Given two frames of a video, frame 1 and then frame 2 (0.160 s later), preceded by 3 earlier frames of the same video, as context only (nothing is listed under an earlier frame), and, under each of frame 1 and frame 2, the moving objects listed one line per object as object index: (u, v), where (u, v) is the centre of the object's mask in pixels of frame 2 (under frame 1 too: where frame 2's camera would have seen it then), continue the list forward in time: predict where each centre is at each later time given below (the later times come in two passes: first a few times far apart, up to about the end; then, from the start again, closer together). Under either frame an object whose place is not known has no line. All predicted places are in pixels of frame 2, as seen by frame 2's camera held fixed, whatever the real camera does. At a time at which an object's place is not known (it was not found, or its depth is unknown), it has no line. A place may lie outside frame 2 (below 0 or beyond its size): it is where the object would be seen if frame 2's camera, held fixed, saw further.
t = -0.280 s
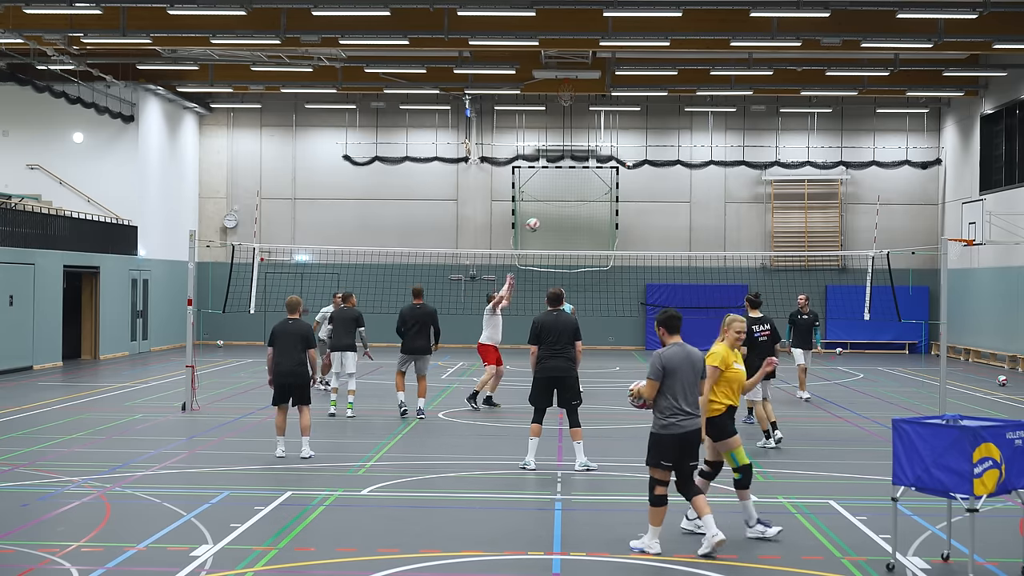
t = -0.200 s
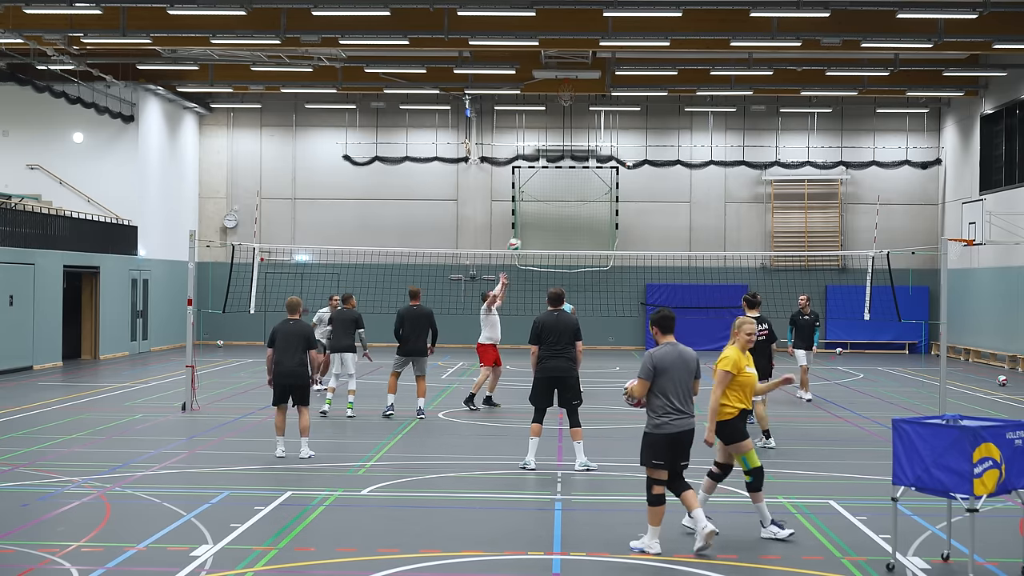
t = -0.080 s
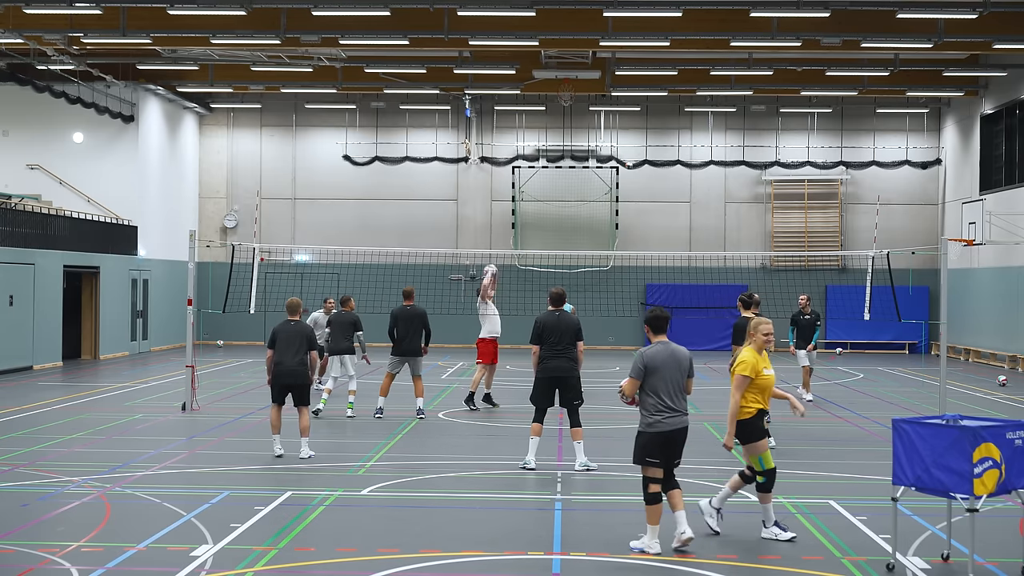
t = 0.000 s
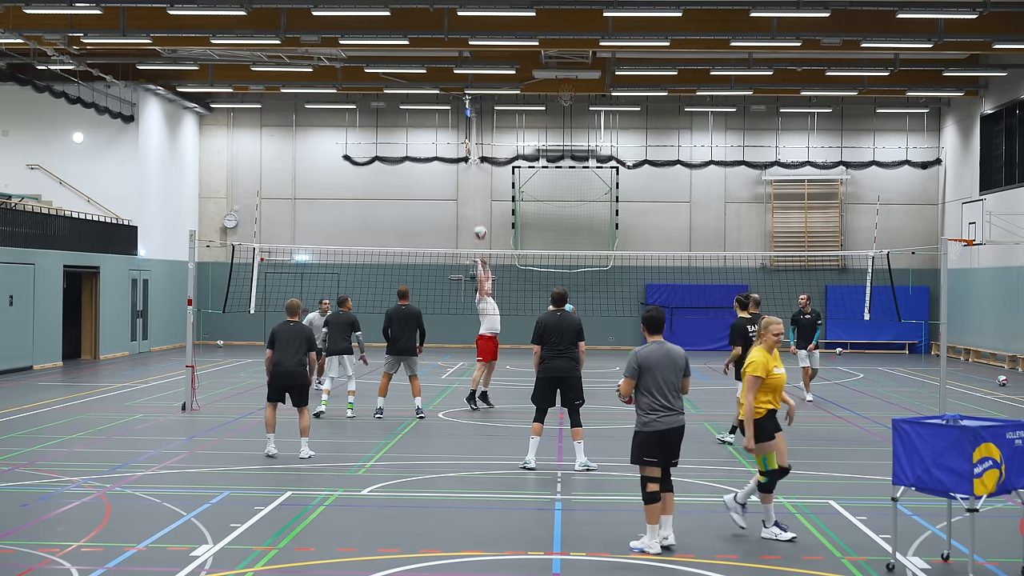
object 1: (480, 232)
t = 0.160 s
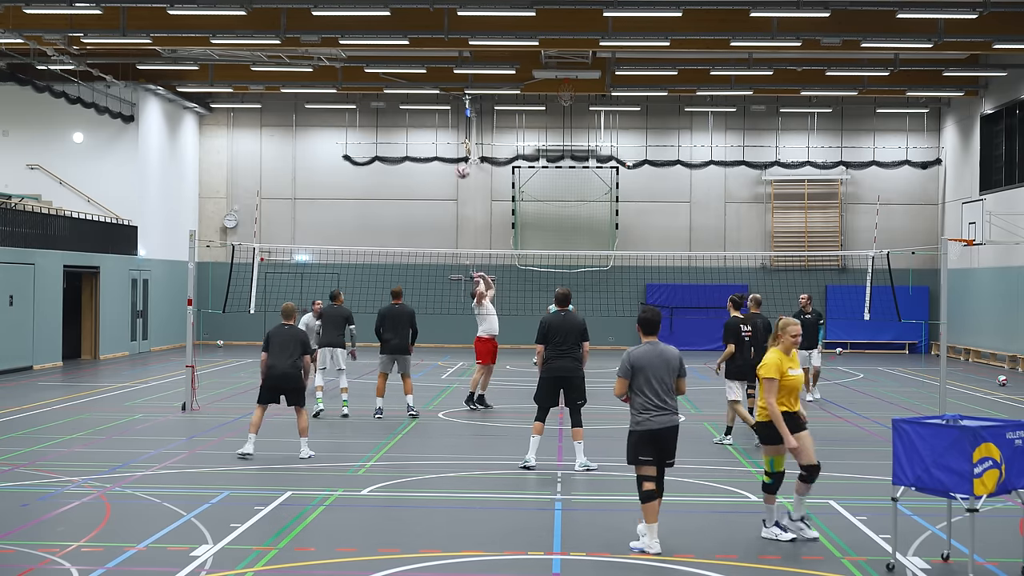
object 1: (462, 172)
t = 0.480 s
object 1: (426, 92)
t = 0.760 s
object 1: (397, 81)
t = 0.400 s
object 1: (435, 105)
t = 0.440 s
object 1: (431, 99)
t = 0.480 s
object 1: (426, 92)
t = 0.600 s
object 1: (413, 82)
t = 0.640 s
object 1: (409, 80)
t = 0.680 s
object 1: (404, 80)
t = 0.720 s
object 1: (400, 80)
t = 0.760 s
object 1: (397, 81)
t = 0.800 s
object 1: (391, 84)
